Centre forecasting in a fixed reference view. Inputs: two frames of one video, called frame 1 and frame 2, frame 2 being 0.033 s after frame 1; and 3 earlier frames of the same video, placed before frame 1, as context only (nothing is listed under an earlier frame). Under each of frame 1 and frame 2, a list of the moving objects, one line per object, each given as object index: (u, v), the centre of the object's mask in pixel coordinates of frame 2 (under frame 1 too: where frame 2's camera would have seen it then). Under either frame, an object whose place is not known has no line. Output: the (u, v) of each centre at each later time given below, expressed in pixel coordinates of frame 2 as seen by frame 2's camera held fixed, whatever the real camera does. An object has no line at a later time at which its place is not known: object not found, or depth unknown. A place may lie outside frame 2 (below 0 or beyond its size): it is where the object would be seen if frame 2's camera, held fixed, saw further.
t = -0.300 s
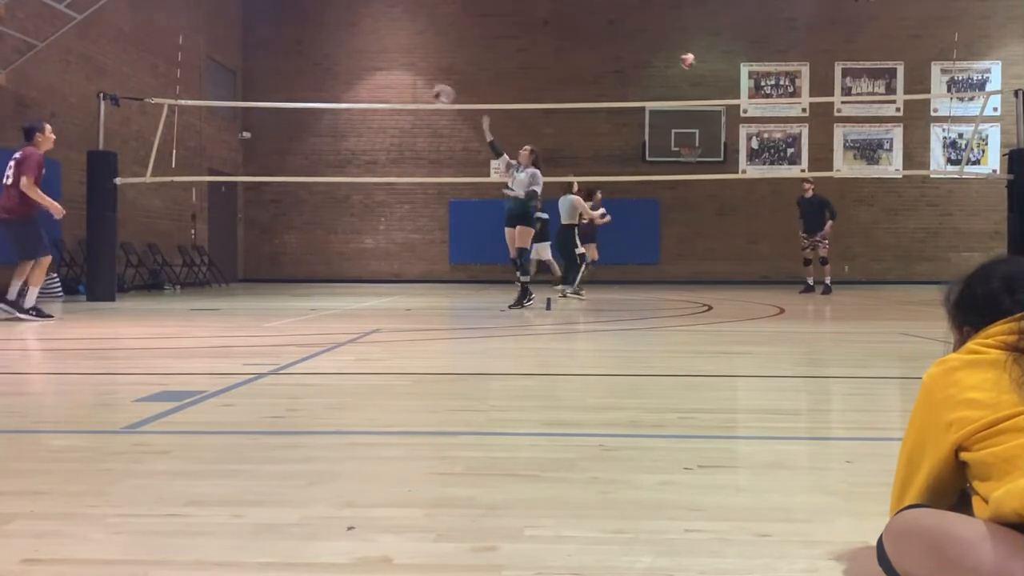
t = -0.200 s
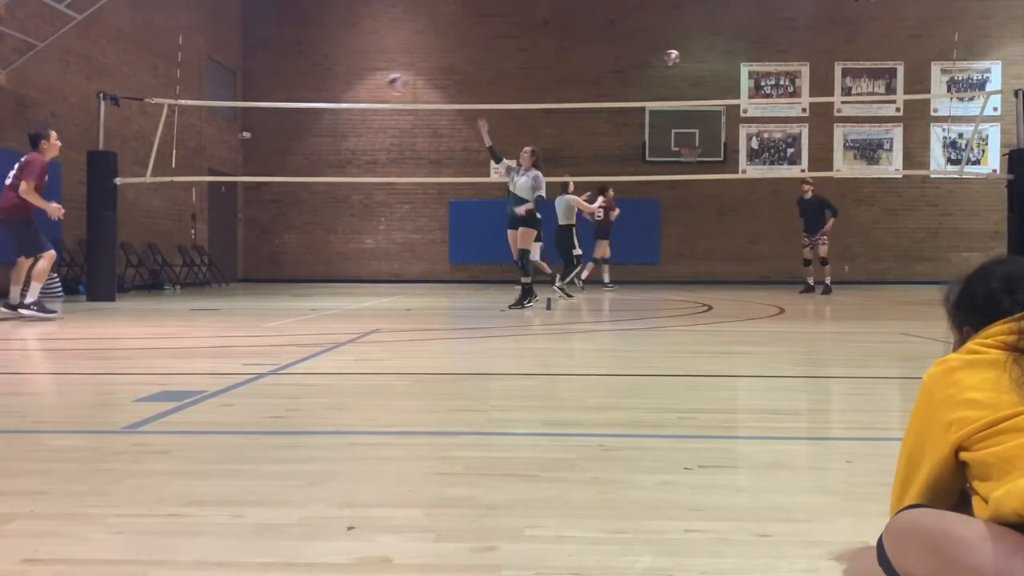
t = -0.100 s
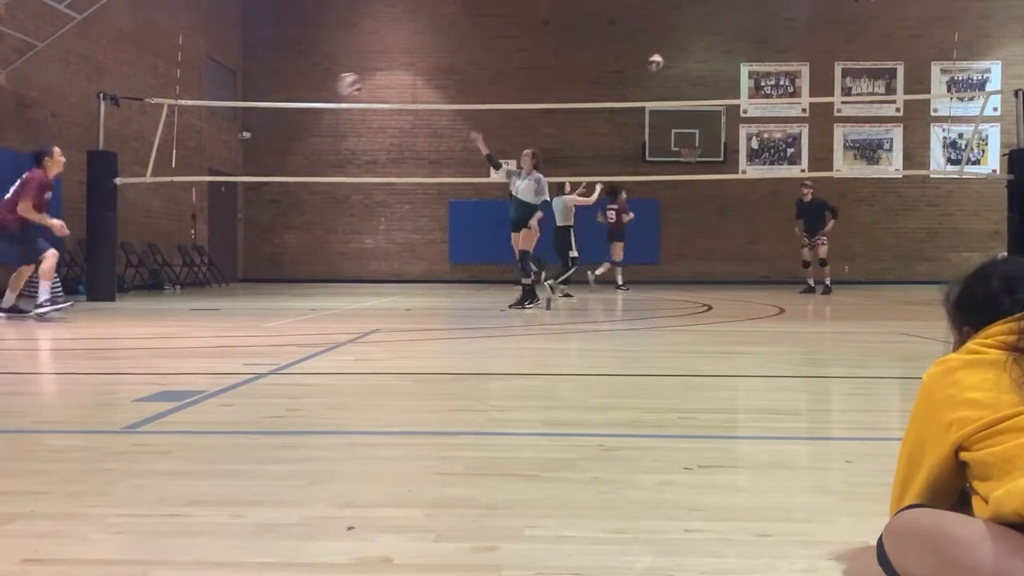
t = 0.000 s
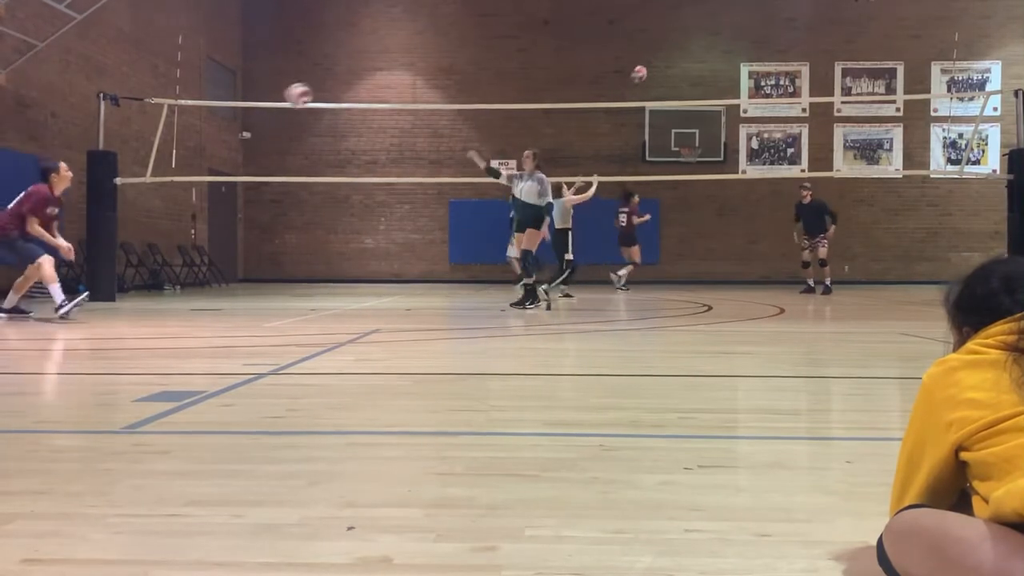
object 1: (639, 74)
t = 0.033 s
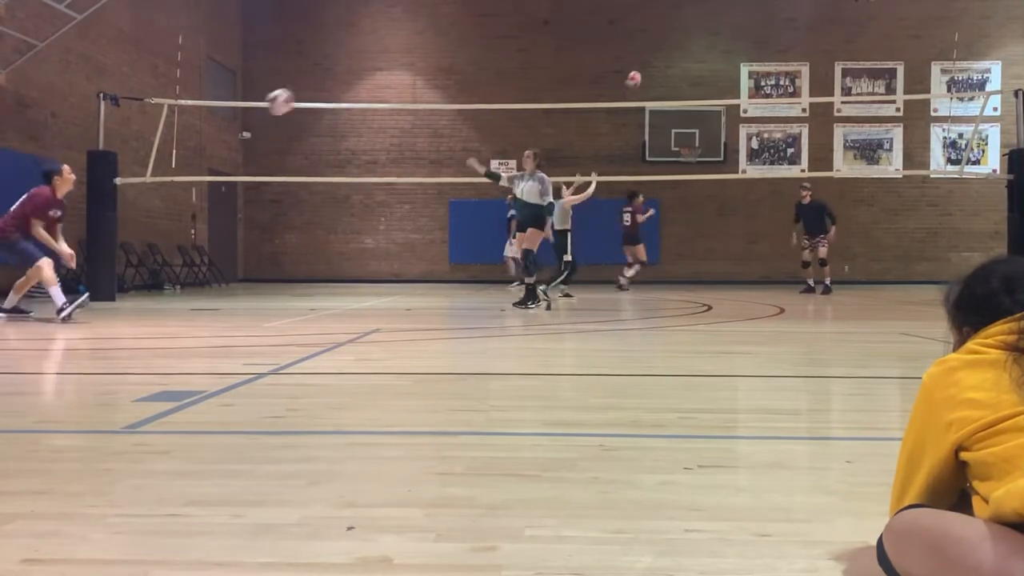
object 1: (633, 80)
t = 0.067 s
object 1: (627, 86)
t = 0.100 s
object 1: (622, 93)
